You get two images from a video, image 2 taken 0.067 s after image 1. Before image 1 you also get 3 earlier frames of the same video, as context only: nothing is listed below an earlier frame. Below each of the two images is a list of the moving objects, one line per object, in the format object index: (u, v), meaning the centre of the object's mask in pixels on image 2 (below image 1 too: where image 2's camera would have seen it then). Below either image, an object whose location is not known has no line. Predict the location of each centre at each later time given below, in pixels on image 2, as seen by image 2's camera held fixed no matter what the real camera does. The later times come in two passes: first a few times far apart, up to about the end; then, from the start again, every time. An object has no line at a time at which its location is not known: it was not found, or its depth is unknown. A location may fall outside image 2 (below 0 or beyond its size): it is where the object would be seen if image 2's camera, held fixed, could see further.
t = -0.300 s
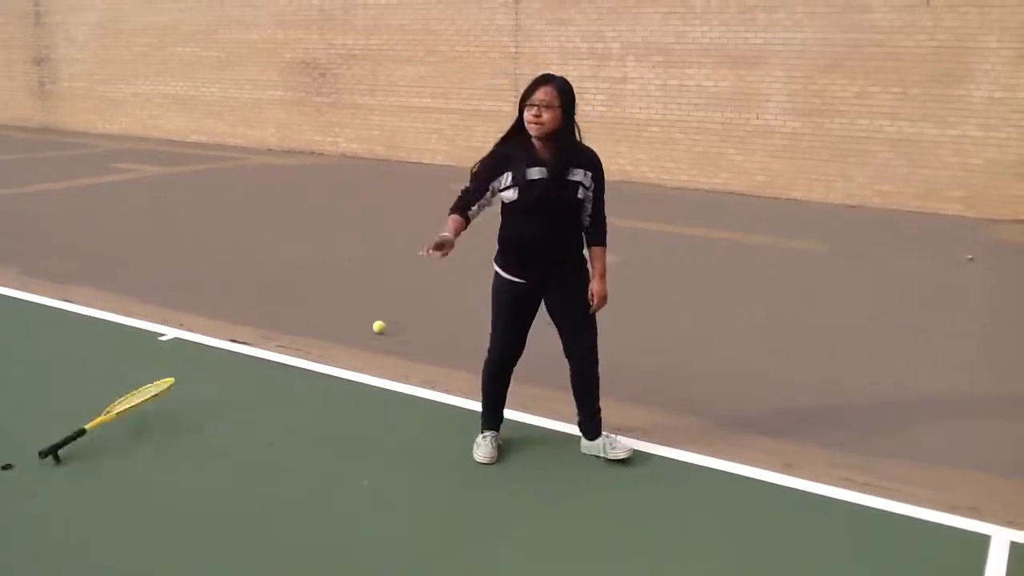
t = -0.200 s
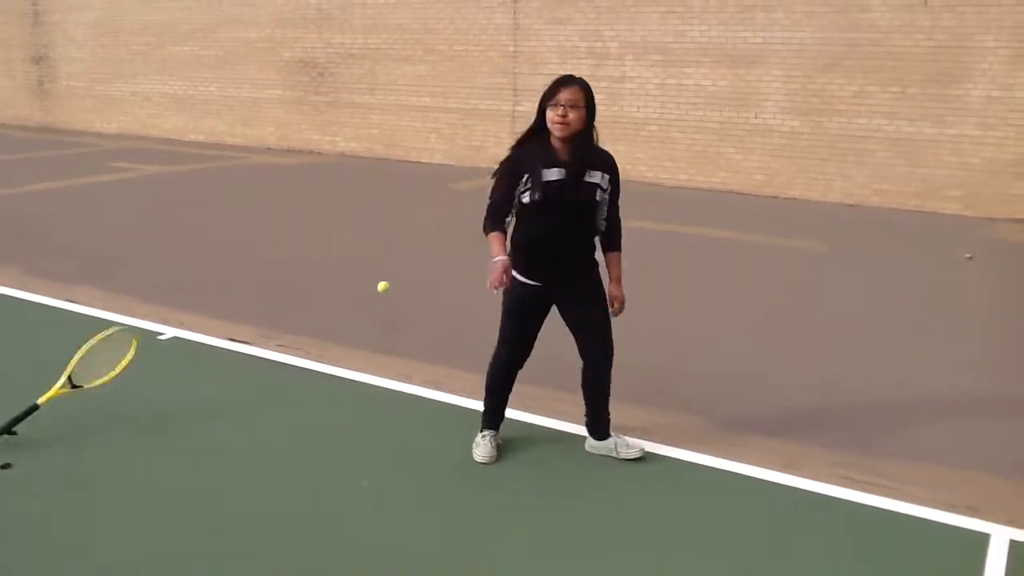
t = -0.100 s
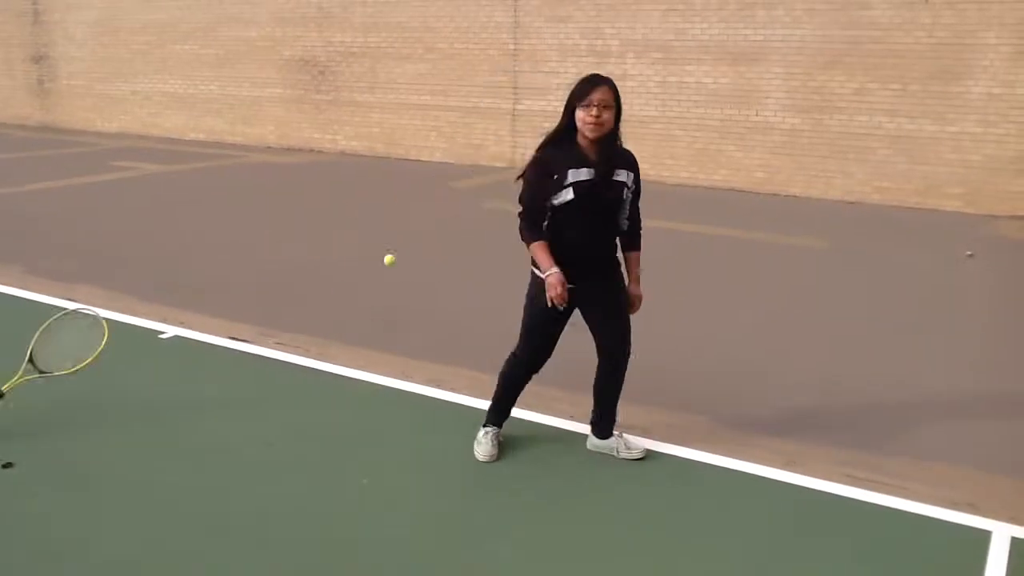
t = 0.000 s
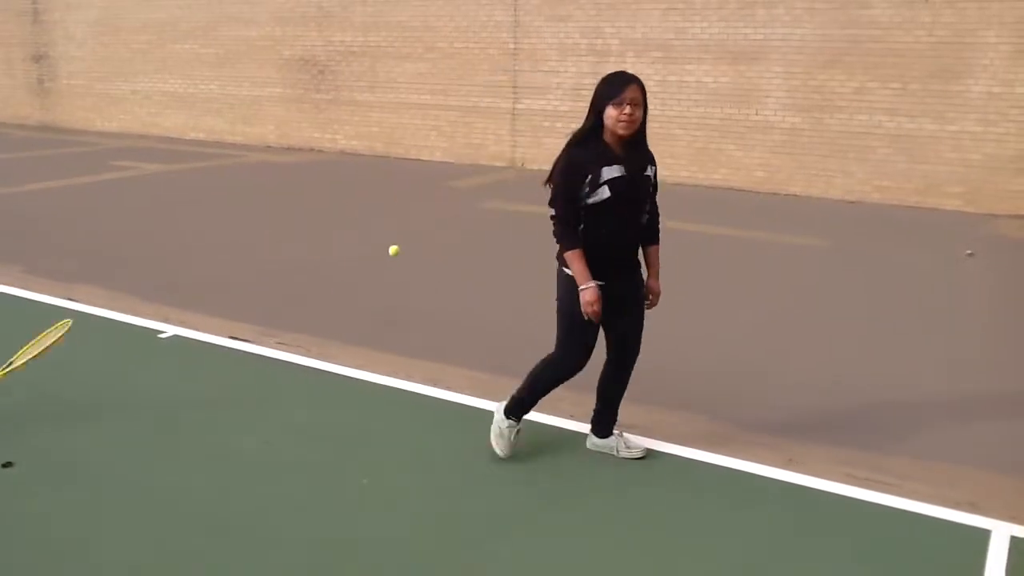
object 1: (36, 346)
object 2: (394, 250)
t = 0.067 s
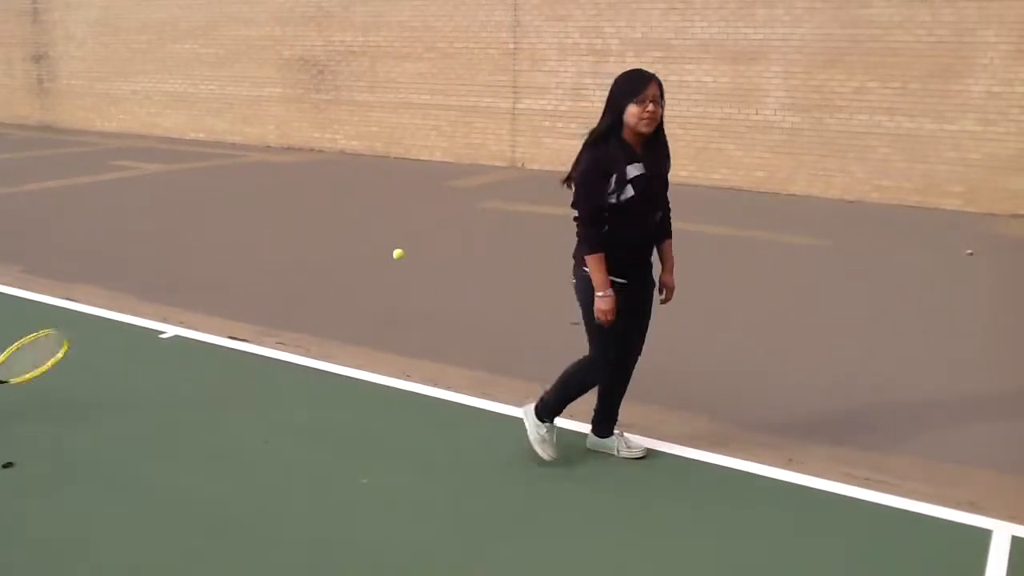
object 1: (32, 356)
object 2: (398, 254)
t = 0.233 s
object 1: (22, 367)
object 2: (407, 288)
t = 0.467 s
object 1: (18, 375)
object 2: (414, 246)
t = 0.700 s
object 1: (20, 375)
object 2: (423, 257)
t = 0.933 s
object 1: (21, 375)
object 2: (430, 249)
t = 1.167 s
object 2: (437, 240)
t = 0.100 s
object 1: (30, 365)
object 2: (400, 258)
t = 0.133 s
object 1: (29, 375)
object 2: (402, 264)
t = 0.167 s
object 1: (27, 370)
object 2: (403, 272)
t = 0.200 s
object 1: (24, 368)
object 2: (404, 281)
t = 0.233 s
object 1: (22, 367)
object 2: (407, 288)
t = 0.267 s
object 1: (20, 370)
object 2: (407, 276)
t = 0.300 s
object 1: (19, 364)
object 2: (408, 267)
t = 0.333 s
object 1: (18, 363)
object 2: (409, 260)
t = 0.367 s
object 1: (17, 364)
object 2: (410, 253)
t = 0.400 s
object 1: (16, 370)
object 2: (411, 250)
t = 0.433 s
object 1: (16, 373)
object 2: (412, 247)
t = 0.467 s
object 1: (18, 375)
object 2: (414, 246)
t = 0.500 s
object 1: (18, 375)
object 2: (415, 247)
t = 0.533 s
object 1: (20, 375)
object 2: (417, 249)
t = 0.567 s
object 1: (20, 375)
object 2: (419, 253)
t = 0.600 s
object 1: (20, 375)
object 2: (420, 259)
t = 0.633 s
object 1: (21, 375)
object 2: (421, 265)
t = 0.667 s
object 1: (20, 375)
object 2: (422, 265)
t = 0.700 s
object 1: (20, 375)
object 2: (423, 257)
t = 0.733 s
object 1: (21, 375)
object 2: (424, 252)
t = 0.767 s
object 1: (21, 375)
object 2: (425, 248)
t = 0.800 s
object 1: (21, 375)
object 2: (426, 245)
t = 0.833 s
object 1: (21, 375)
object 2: (427, 244)
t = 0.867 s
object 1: (22, 376)
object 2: (428, 244)
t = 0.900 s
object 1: (21, 375)
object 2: (429, 246)
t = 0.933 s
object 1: (21, 375)
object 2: (430, 249)
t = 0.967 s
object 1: (21, 375)
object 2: (432, 254)
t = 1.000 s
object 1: (21, 374)
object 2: (433, 252)
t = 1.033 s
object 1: (21, 374)
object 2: (433, 247)
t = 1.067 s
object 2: (434, 243)
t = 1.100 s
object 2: (435, 241)
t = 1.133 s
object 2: (436, 240)
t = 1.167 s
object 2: (437, 240)
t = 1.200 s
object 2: (438, 242)
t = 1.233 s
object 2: (439, 246)
